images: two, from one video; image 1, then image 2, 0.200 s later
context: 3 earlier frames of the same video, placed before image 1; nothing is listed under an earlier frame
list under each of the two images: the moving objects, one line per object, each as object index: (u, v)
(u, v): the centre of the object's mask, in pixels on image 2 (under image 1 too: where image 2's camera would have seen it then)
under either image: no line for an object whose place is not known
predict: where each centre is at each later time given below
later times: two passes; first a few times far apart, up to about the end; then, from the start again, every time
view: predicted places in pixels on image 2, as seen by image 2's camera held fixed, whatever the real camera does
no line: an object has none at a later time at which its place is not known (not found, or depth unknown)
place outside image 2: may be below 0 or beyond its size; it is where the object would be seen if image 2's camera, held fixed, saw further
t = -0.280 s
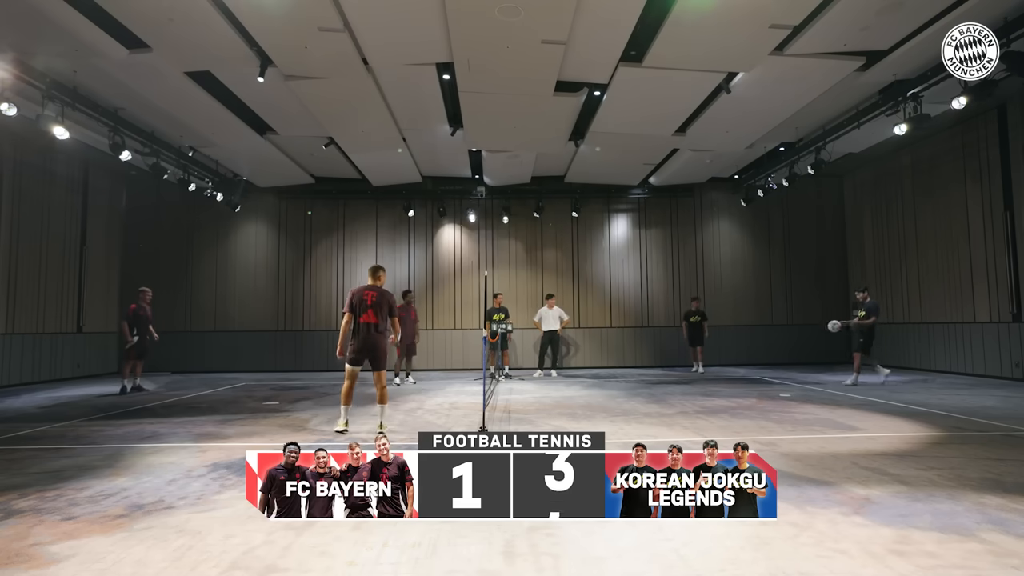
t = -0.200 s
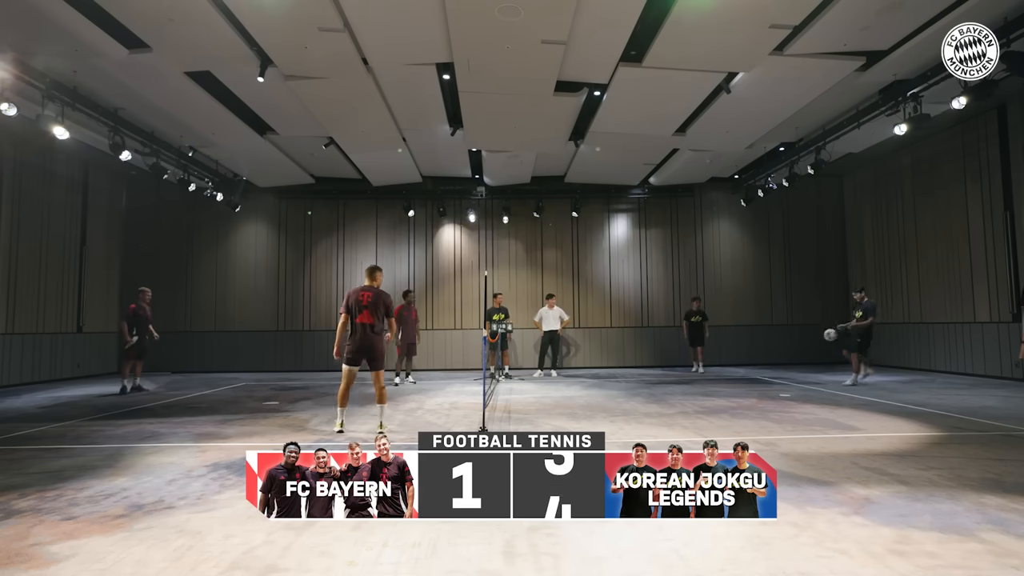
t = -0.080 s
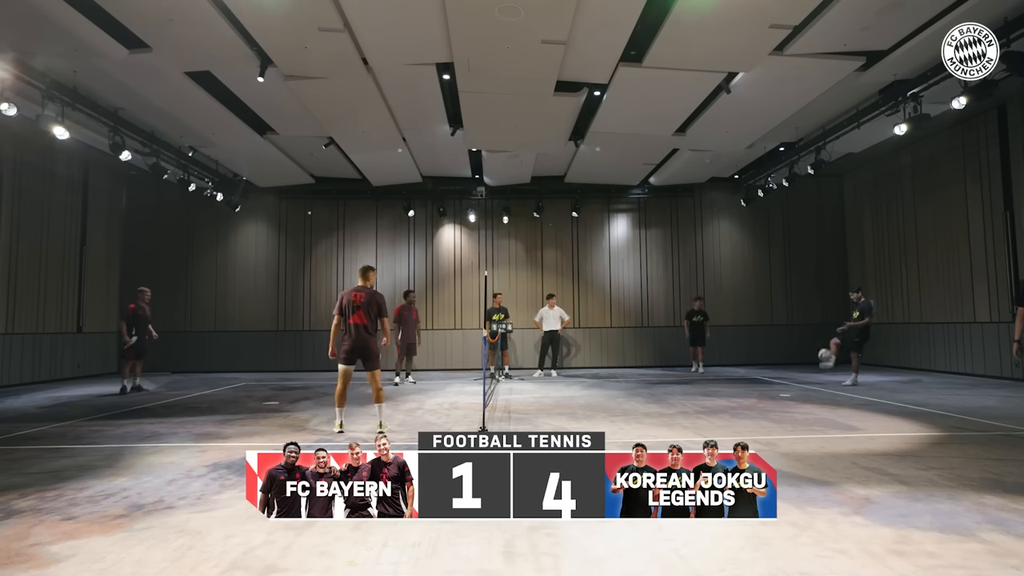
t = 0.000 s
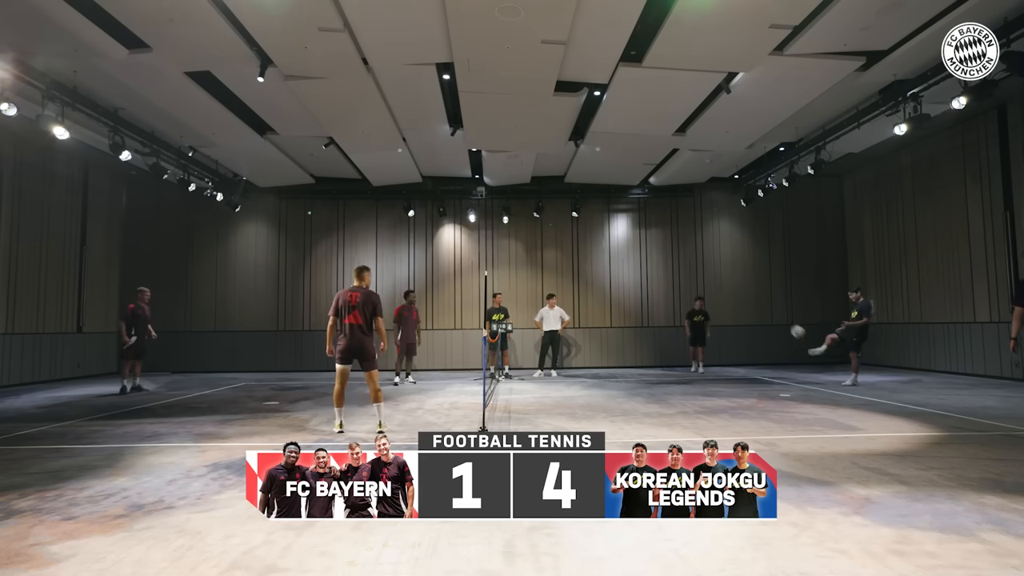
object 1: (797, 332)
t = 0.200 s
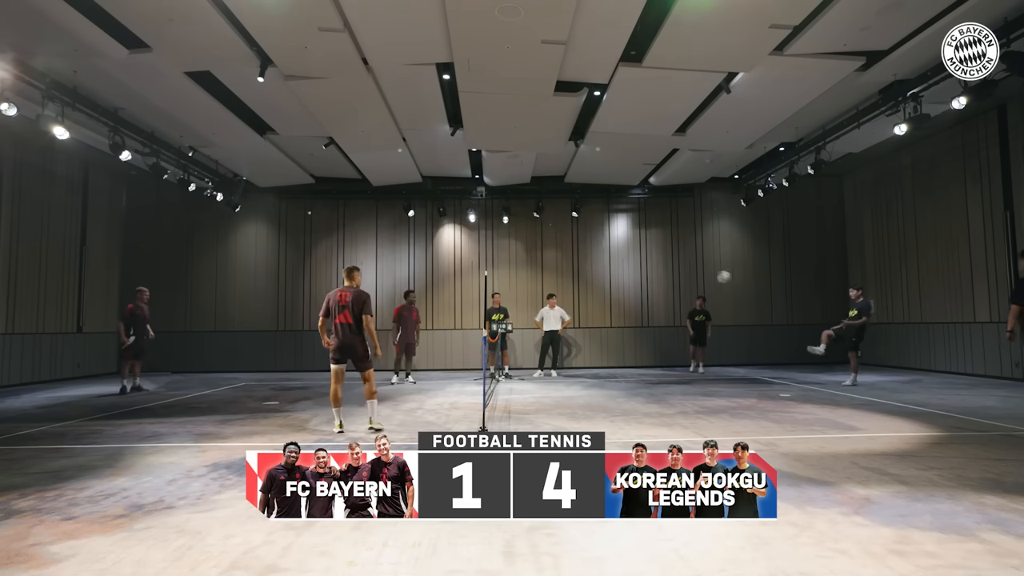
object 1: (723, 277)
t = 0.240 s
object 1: (709, 269)
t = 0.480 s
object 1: (619, 239)
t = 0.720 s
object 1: (526, 244)
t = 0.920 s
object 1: (448, 275)
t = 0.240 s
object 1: (709, 269)
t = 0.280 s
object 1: (694, 262)
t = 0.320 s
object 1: (679, 255)
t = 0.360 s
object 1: (663, 250)
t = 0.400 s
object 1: (648, 244)
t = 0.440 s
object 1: (634, 242)
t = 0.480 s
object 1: (619, 239)
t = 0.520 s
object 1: (603, 238)
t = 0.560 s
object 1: (588, 237)
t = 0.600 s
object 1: (573, 237)
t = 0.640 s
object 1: (557, 238)
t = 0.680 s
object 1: (541, 241)
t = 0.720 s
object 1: (526, 244)
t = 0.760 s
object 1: (511, 248)
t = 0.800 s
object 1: (495, 254)
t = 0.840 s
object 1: (480, 260)
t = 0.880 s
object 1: (464, 268)
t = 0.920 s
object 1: (448, 275)
